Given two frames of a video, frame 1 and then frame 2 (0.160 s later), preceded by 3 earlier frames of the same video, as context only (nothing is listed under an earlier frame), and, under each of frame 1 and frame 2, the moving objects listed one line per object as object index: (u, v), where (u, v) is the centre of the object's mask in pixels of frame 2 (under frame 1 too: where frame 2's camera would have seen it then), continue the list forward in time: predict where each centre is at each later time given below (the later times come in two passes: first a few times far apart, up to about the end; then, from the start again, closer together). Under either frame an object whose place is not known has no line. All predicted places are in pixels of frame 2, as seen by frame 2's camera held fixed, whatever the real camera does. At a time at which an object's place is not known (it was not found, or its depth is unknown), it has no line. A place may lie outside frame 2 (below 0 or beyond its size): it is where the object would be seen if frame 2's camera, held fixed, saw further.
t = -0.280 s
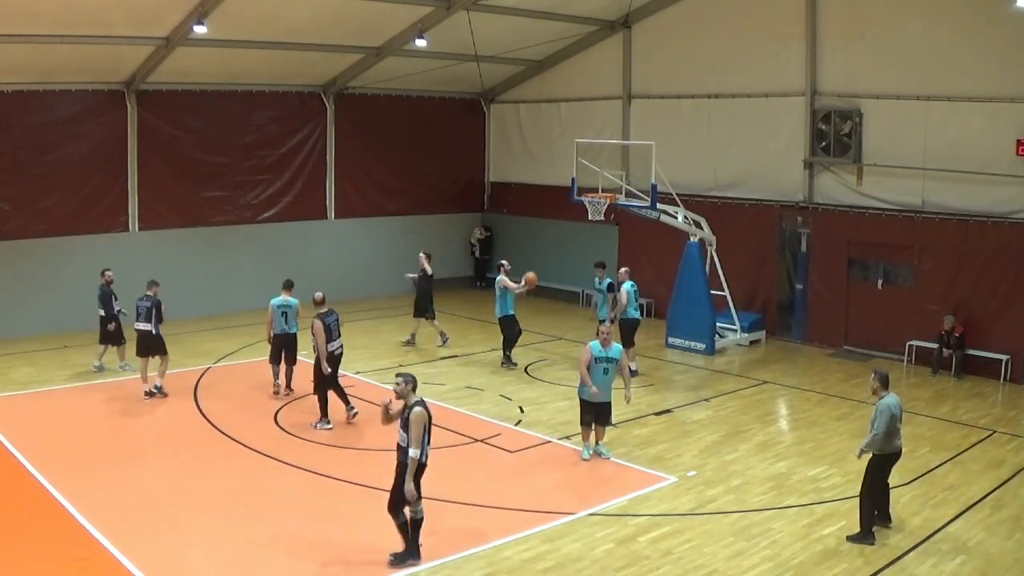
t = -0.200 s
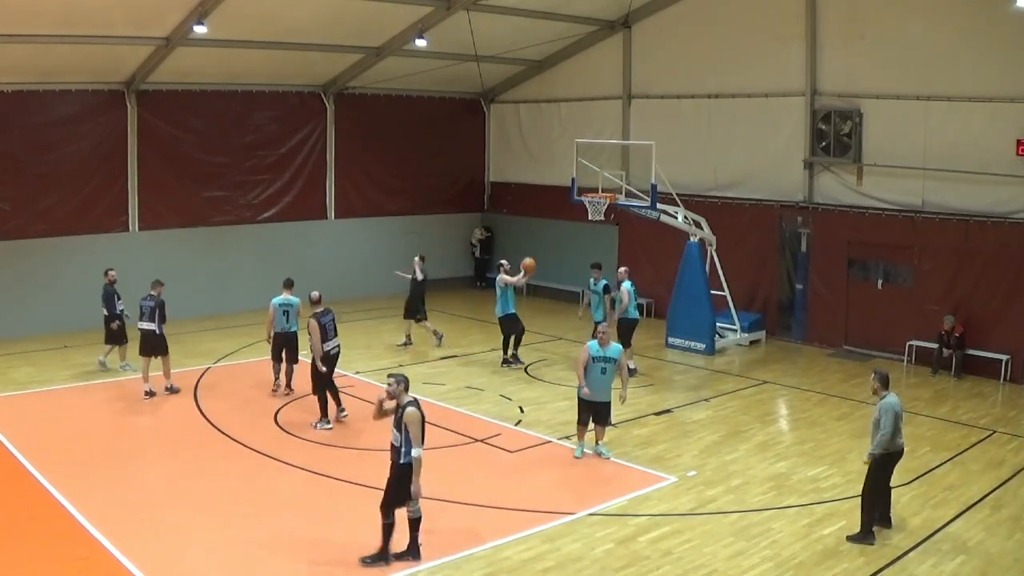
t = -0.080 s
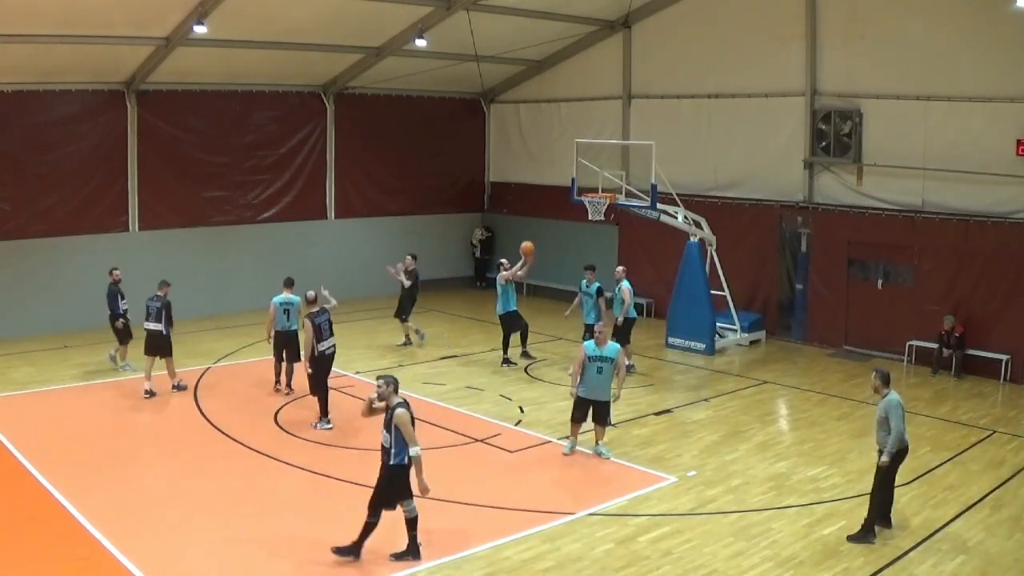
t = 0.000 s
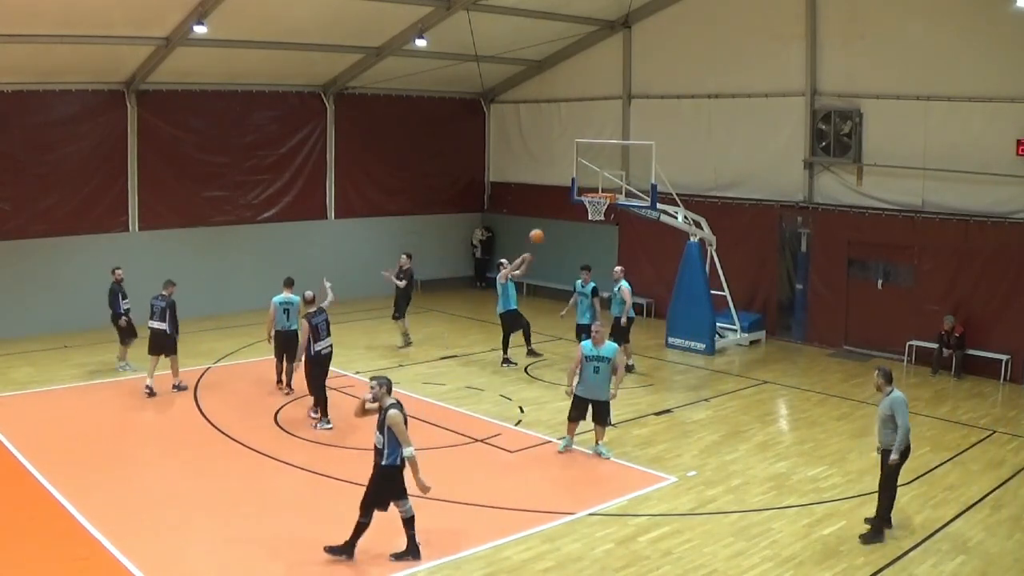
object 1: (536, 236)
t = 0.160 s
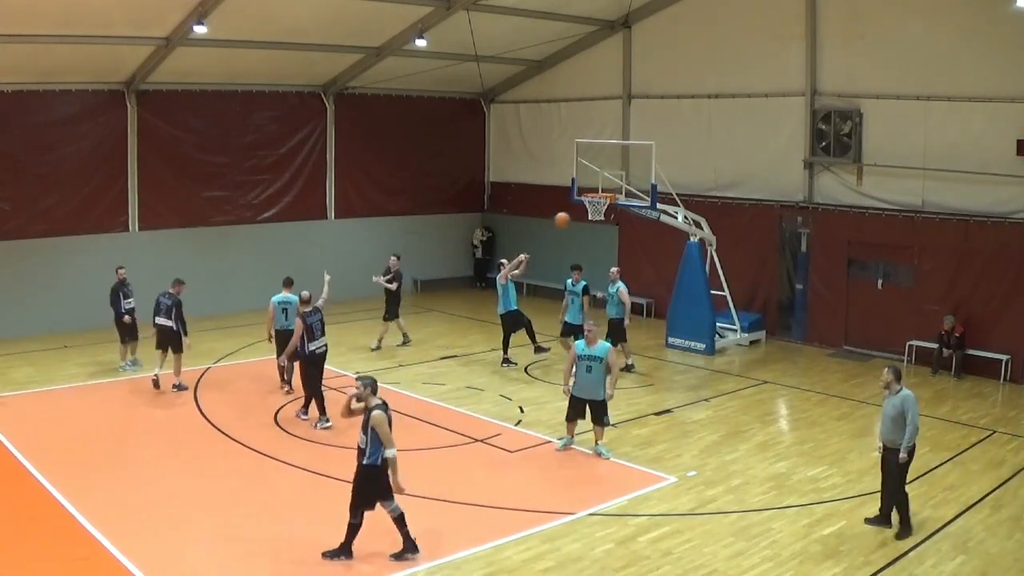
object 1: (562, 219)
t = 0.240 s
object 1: (575, 216)
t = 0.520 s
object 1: (624, 236)
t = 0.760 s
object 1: (668, 296)
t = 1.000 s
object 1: (711, 400)
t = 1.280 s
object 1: (737, 346)
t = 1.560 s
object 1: (758, 311)
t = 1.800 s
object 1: (774, 325)
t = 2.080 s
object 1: (789, 396)
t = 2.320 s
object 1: (808, 413)
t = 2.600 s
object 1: (840, 377)
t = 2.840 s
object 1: (863, 393)
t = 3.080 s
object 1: (883, 455)
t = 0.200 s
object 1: (568, 217)
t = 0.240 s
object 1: (575, 216)
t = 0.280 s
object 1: (581, 216)
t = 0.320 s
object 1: (588, 217)
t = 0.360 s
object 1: (595, 220)
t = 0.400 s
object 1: (603, 222)
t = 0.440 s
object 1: (610, 225)
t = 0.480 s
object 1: (616, 230)
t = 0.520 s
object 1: (624, 236)
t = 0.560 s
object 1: (631, 244)
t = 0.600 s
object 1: (638, 252)
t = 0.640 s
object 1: (646, 262)
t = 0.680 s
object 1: (653, 272)
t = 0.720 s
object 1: (660, 284)
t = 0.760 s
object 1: (668, 296)
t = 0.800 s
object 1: (675, 310)
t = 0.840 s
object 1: (682, 324)
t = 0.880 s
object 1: (690, 341)
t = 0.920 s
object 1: (698, 359)
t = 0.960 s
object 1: (703, 378)
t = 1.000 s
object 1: (711, 400)
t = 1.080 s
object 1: (722, 400)
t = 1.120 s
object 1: (724, 389)
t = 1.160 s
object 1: (728, 373)
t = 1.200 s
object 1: (732, 364)
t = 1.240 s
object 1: (734, 353)
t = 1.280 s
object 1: (737, 346)
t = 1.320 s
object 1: (740, 337)
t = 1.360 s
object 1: (745, 328)
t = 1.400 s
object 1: (748, 323)
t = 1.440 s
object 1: (750, 319)
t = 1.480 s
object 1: (753, 315)
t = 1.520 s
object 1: (756, 313)
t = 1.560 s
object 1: (758, 311)
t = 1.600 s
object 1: (761, 310)
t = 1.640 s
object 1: (764, 311)
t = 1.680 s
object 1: (767, 313)
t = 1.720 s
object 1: (769, 316)
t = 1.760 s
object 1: (772, 320)
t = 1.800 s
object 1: (774, 325)
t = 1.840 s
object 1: (776, 331)
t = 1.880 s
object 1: (779, 337)
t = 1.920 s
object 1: (781, 346)
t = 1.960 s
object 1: (783, 357)
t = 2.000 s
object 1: (786, 368)
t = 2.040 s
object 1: (787, 381)
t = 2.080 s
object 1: (789, 396)
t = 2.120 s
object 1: (790, 409)
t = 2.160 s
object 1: (791, 424)
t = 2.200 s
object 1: (793, 442)
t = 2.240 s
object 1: (798, 432)
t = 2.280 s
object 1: (803, 422)
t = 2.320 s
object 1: (808, 413)
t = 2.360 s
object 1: (812, 403)
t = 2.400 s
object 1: (817, 396)
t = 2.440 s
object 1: (822, 390)
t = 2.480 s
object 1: (826, 385)
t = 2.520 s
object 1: (831, 381)
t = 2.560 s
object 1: (835, 378)
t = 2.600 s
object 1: (840, 377)
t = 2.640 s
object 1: (844, 377)
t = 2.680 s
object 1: (848, 378)
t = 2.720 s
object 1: (852, 380)
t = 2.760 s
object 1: (856, 383)
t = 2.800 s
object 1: (860, 387)
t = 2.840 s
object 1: (863, 393)
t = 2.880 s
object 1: (867, 400)
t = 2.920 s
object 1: (871, 409)
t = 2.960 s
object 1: (874, 418)
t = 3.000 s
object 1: (877, 430)
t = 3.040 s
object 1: (880, 440)
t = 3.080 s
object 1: (883, 455)
